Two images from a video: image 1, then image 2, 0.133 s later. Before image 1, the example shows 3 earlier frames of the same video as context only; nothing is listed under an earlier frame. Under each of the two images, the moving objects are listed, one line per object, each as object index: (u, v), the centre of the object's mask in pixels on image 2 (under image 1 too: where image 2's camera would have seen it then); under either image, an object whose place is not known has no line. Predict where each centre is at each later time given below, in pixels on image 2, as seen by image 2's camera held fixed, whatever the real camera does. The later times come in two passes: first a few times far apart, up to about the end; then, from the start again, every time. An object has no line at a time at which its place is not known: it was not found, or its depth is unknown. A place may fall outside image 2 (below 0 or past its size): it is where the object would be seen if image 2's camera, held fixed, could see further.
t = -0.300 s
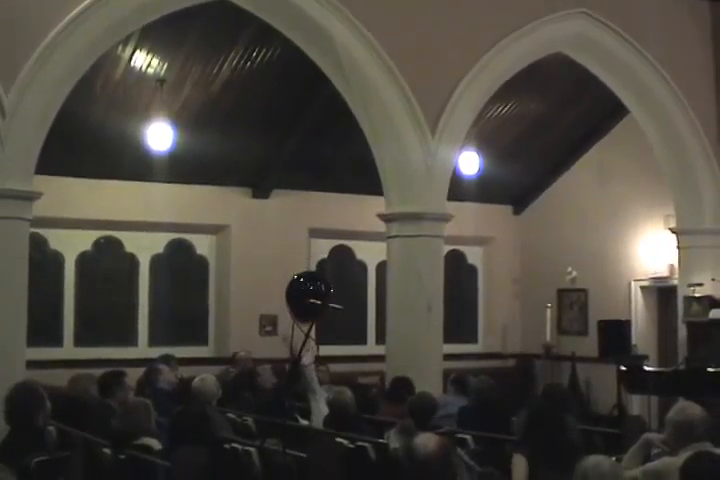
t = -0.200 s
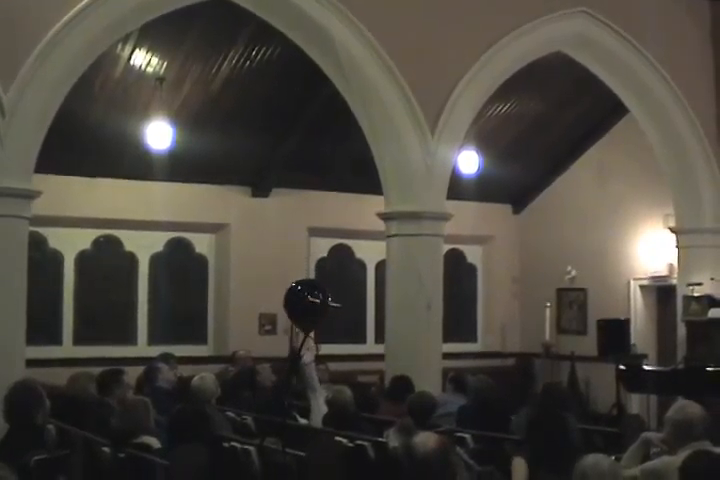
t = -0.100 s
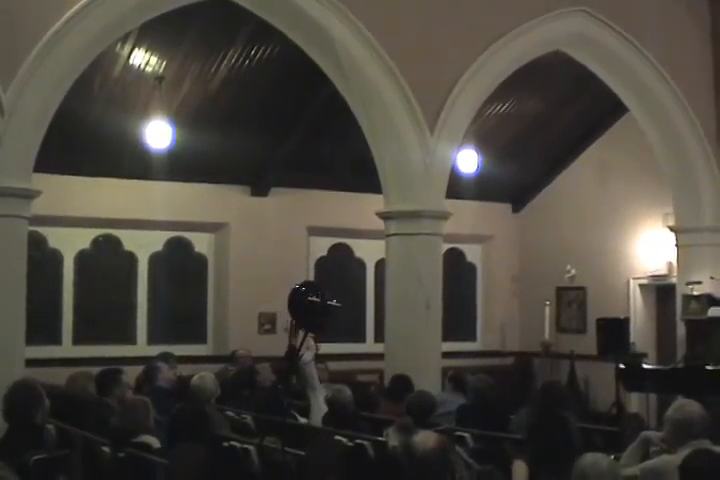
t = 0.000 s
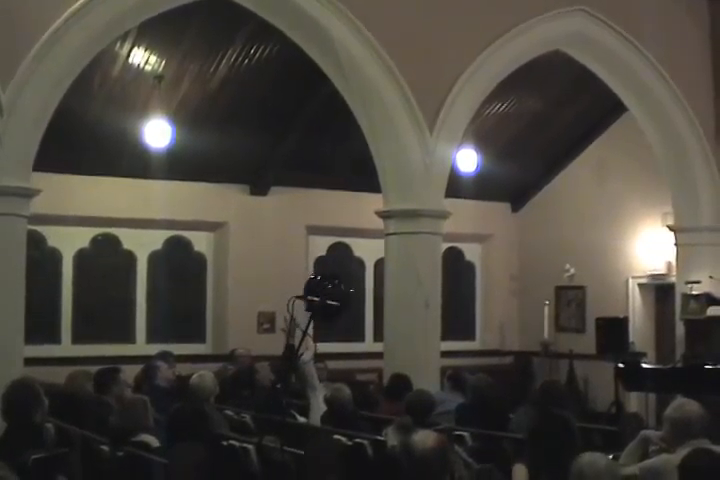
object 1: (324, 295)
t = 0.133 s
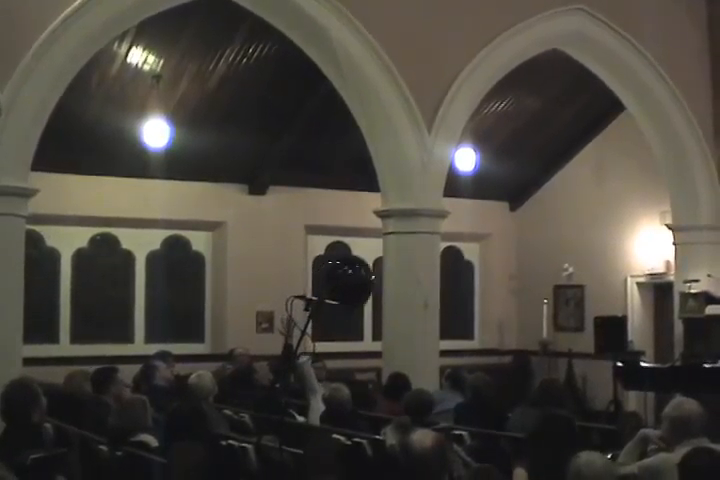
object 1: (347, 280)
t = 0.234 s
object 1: (363, 271)
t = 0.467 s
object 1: (392, 247)
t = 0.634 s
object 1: (409, 230)
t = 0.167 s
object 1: (352, 278)
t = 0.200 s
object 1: (358, 275)
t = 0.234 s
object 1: (363, 271)
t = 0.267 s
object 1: (368, 268)
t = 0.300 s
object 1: (373, 264)
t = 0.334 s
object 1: (377, 261)
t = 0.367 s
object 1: (381, 258)
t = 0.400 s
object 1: (385, 254)
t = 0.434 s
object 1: (389, 251)
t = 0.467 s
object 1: (392, 247)
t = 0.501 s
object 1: (396, 244)
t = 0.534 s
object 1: (399, 241)
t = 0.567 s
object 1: (402, 237)
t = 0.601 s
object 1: (406, 234)
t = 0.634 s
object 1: (409, 230)
